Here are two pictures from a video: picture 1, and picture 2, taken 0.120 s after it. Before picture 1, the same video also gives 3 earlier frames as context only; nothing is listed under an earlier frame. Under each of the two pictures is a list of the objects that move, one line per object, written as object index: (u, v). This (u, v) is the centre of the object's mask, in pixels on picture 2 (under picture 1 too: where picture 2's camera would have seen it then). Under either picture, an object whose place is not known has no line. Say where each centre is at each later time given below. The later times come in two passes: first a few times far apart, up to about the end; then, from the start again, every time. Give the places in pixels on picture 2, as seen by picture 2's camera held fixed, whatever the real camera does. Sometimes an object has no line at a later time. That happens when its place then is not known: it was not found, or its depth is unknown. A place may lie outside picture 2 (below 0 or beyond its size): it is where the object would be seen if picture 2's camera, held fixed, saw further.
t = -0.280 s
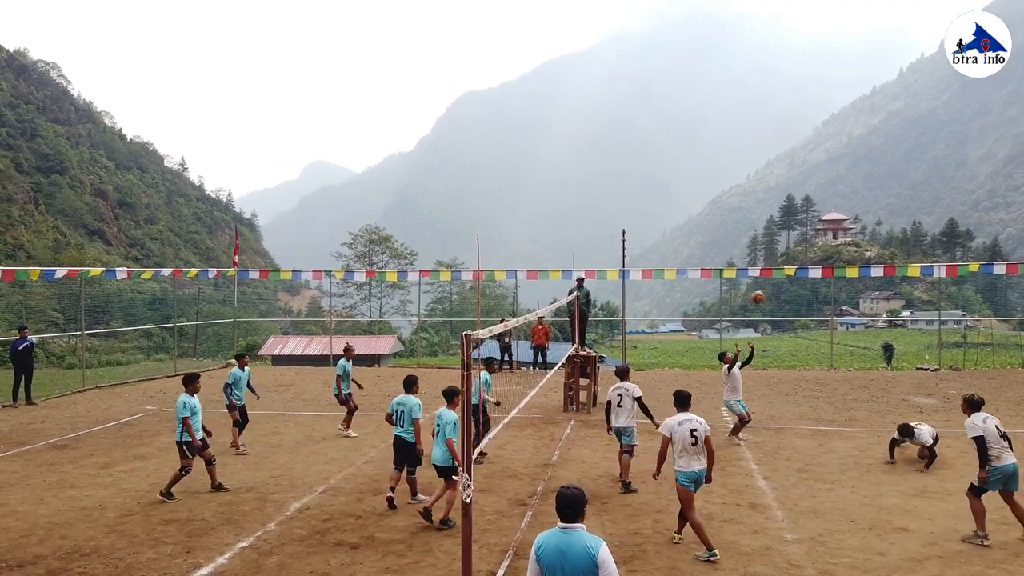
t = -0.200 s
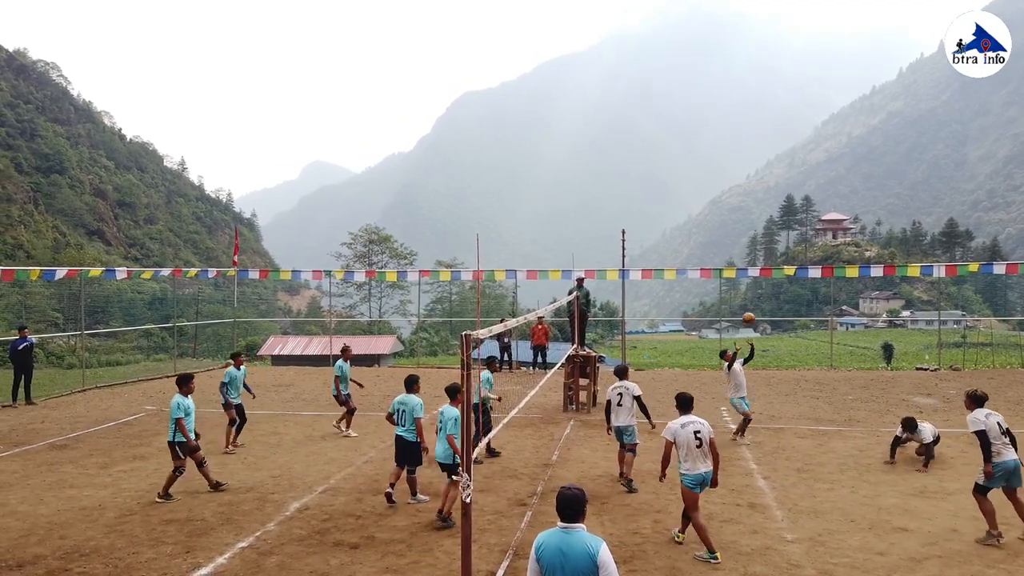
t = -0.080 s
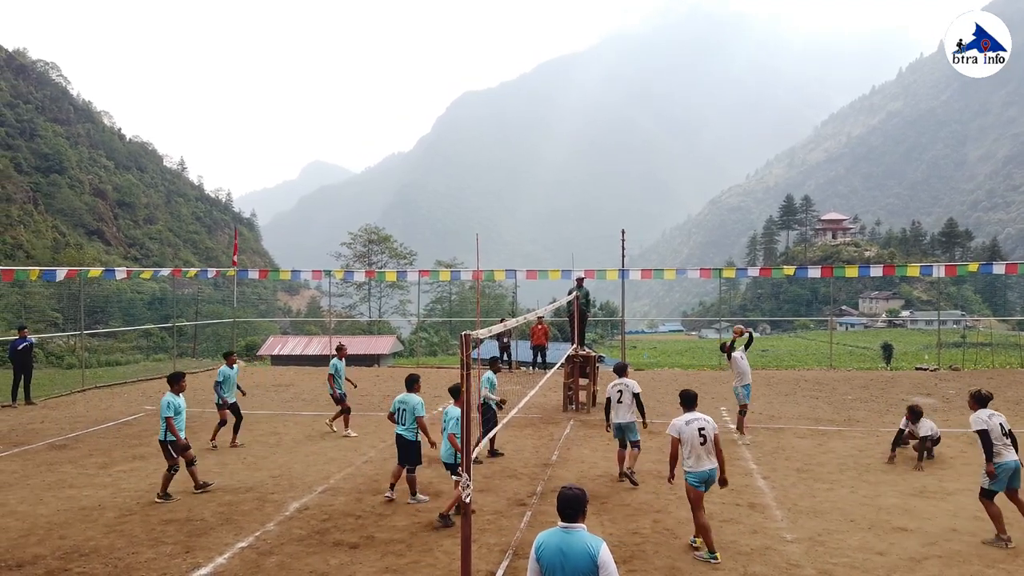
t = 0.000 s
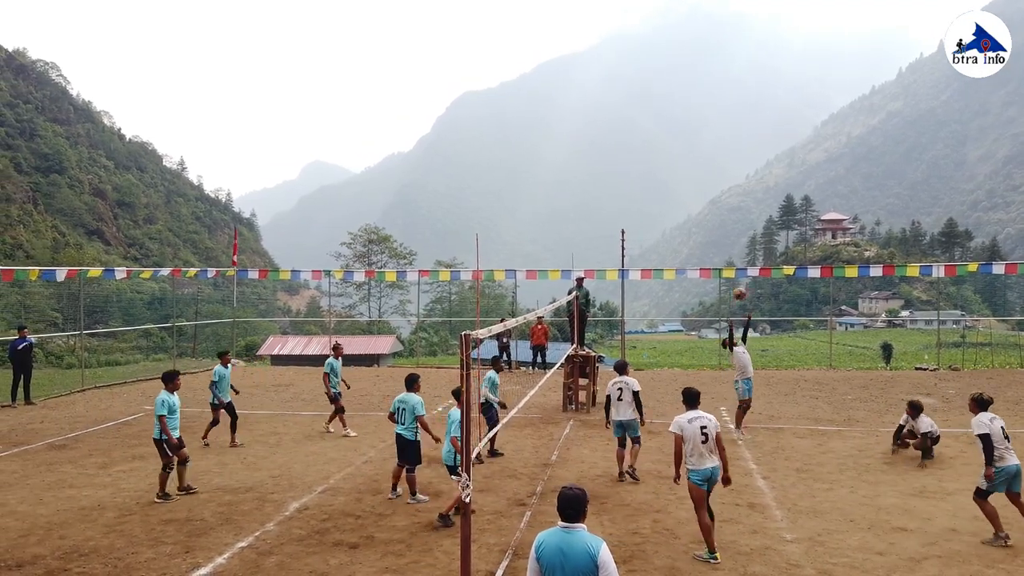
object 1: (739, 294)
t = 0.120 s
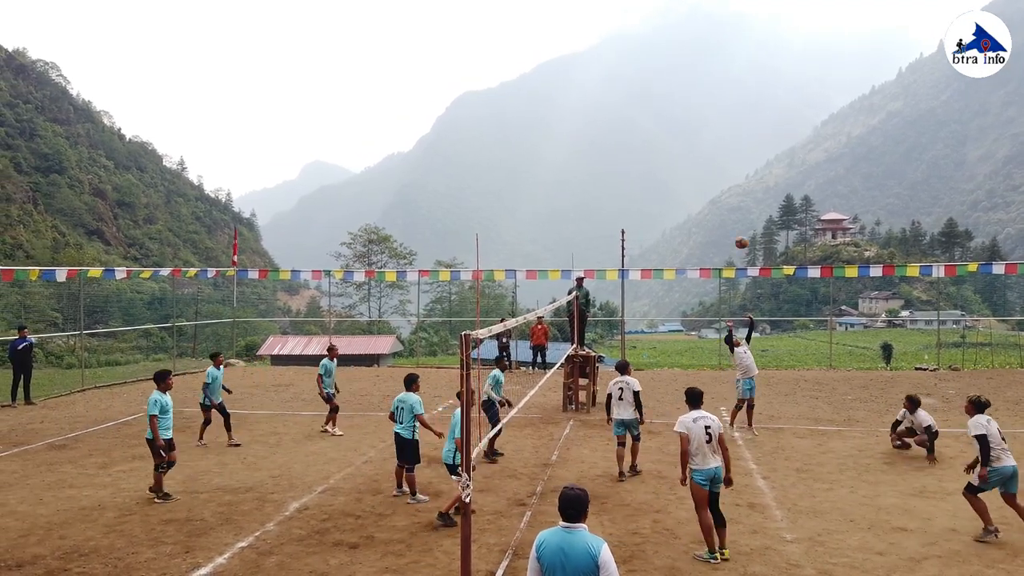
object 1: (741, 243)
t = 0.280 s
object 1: (744, 185)
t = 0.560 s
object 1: (750, 118)
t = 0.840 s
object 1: (756, 99)
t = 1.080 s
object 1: (759, 125)
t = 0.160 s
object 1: (742, 227)
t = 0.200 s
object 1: (743, 212)
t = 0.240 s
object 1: (743, 199)
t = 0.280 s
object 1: (744, 185)
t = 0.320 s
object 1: (745, 173)
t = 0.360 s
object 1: (746, 161)
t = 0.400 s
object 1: (746, 151)
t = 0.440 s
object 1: (747, 142)
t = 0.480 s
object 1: (749, 133)
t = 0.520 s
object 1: (750, 125)
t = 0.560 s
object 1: (750, 118)
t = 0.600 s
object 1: (751, 112)
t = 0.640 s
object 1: (752, 108)
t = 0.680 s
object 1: (752, 103)
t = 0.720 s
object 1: (753, 101)
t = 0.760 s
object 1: (754, 99)
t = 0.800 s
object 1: (755, 98)
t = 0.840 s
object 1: (756, 99)
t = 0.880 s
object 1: (757, 100)
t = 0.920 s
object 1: (758, 103)
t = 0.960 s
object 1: (759, 106)
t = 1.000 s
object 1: (758, 111)
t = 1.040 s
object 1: (759, 118)
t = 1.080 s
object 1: (759, 125)
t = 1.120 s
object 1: (760, 134)
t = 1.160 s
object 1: (760, 144)
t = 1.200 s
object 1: (761, 156)
